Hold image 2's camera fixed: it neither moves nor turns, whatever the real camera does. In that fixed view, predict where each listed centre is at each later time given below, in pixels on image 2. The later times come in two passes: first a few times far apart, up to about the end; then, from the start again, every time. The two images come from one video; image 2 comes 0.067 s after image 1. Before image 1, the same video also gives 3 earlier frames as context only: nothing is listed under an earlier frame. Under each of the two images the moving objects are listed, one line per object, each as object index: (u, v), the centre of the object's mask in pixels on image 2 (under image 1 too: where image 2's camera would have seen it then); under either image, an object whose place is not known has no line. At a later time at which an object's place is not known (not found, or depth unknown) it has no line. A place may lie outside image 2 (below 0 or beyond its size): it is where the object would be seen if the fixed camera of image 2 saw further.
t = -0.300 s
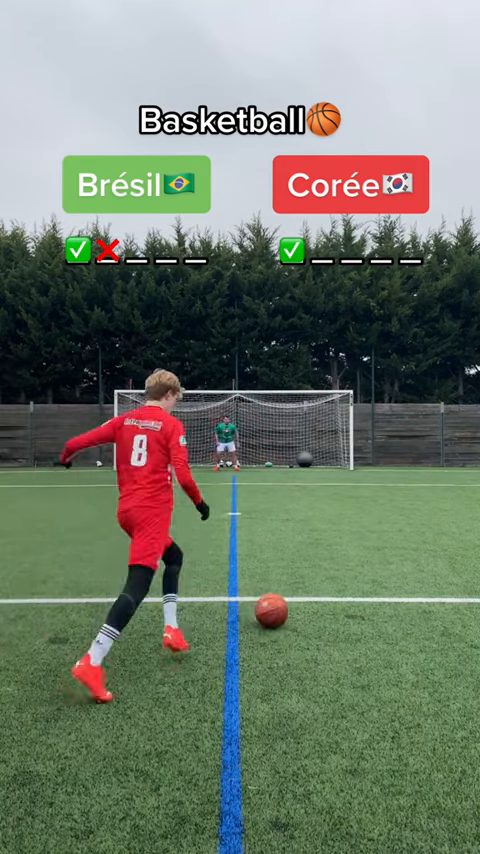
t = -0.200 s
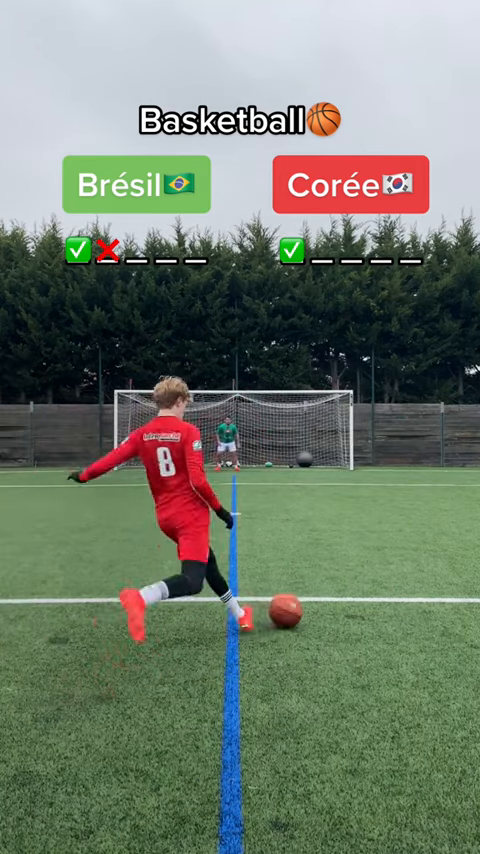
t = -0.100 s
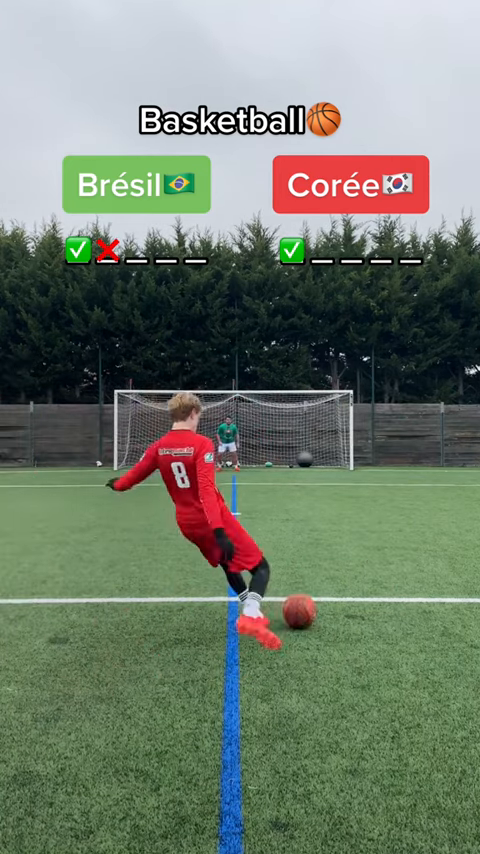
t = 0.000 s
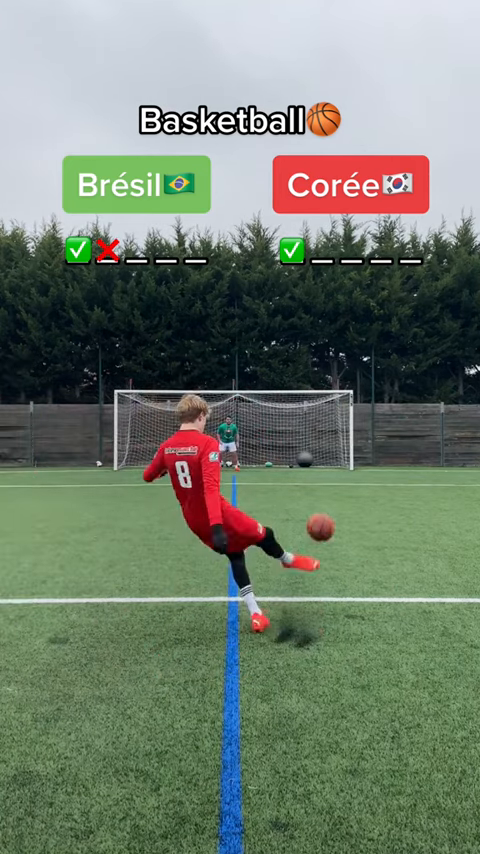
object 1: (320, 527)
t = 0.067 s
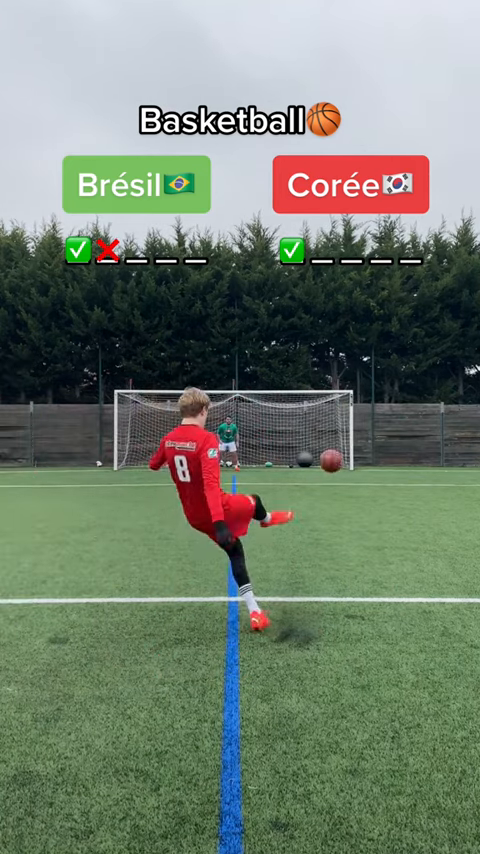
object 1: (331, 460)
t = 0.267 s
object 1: (345, 370)
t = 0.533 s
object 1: (353, 347)
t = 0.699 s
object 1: (355, 354)
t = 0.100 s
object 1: (334, 437)
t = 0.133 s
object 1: (337, 418)
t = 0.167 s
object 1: (340, 402)
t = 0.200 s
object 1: (342, 389)
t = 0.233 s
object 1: (344, 378)
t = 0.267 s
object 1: (345, 370)
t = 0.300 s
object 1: (346, 363)
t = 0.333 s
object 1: (348, 358)
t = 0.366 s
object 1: (349, 354)
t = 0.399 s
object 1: (350, 351)
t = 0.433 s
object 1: (351, 348)
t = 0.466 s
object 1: (351, 348)
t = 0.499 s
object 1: (352, 347)
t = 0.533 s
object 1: (353, 347)
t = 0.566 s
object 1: (353, 348)
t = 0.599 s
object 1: (353, 348)
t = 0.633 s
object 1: (354, 349)
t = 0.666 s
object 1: (355, 351)
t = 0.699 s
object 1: (355, 354)
